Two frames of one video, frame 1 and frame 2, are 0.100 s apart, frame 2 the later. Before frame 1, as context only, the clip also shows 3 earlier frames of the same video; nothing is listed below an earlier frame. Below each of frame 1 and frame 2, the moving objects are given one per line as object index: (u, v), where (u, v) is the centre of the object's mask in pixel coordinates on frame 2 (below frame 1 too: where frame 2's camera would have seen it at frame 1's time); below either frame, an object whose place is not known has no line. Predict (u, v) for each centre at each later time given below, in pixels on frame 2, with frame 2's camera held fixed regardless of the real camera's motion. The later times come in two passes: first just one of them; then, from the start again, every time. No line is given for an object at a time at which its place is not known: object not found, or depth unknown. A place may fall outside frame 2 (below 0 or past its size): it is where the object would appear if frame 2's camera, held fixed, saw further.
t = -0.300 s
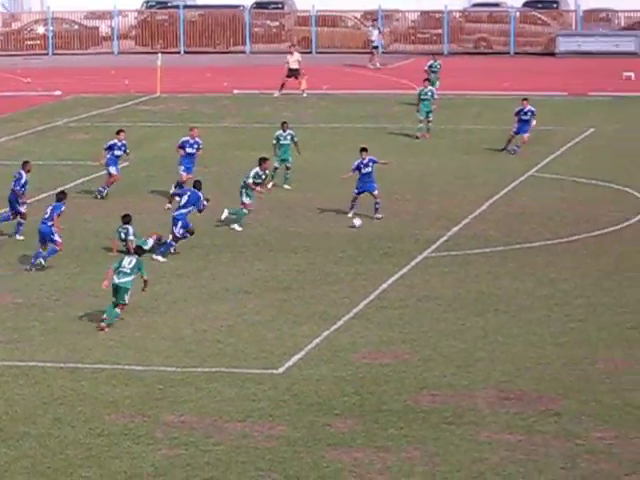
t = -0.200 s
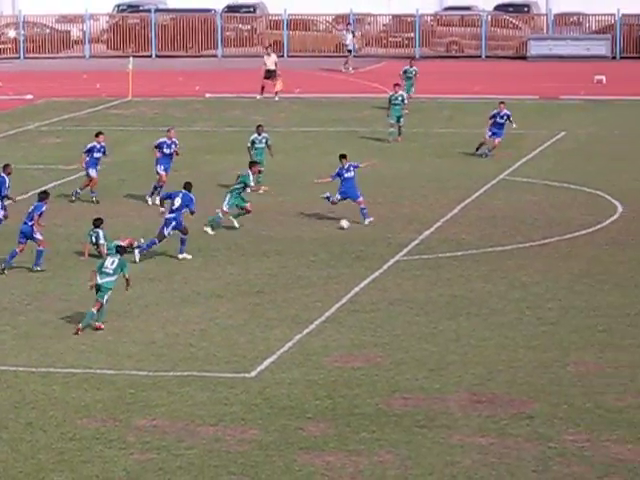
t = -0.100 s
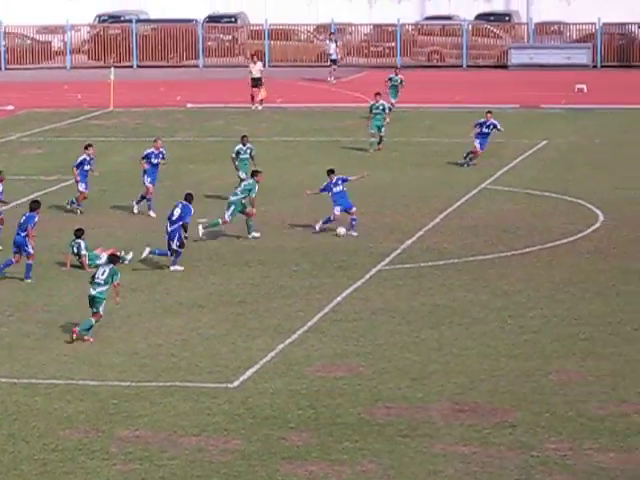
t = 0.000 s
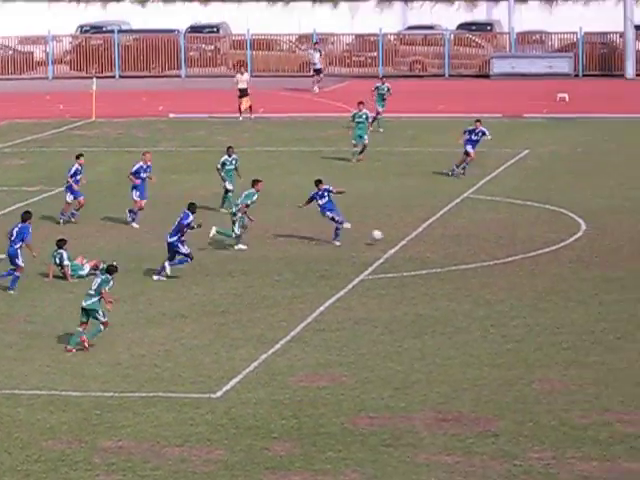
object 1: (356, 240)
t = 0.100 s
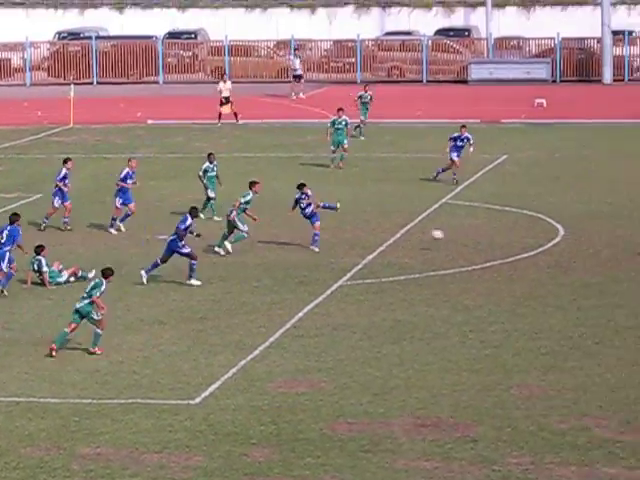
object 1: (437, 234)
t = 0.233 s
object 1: (544, 235)
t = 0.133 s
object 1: (463, 234)
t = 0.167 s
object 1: (490, 234)
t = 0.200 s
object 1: (517, 234)
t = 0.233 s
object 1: (544, 235)
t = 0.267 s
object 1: (570, 237)
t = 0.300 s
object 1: (598, 239)
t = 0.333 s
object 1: (624, 241)
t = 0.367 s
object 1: (650, 245)
